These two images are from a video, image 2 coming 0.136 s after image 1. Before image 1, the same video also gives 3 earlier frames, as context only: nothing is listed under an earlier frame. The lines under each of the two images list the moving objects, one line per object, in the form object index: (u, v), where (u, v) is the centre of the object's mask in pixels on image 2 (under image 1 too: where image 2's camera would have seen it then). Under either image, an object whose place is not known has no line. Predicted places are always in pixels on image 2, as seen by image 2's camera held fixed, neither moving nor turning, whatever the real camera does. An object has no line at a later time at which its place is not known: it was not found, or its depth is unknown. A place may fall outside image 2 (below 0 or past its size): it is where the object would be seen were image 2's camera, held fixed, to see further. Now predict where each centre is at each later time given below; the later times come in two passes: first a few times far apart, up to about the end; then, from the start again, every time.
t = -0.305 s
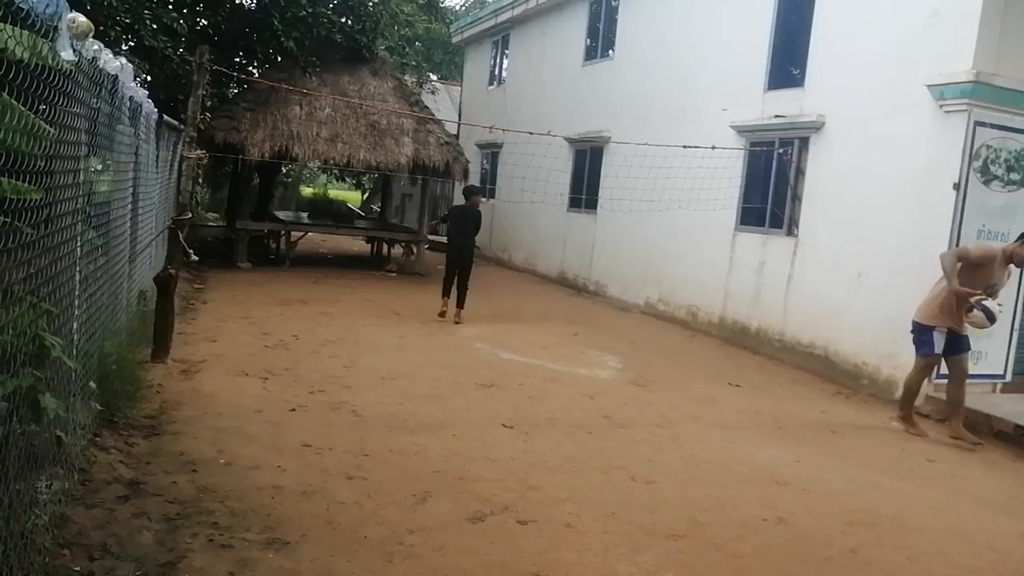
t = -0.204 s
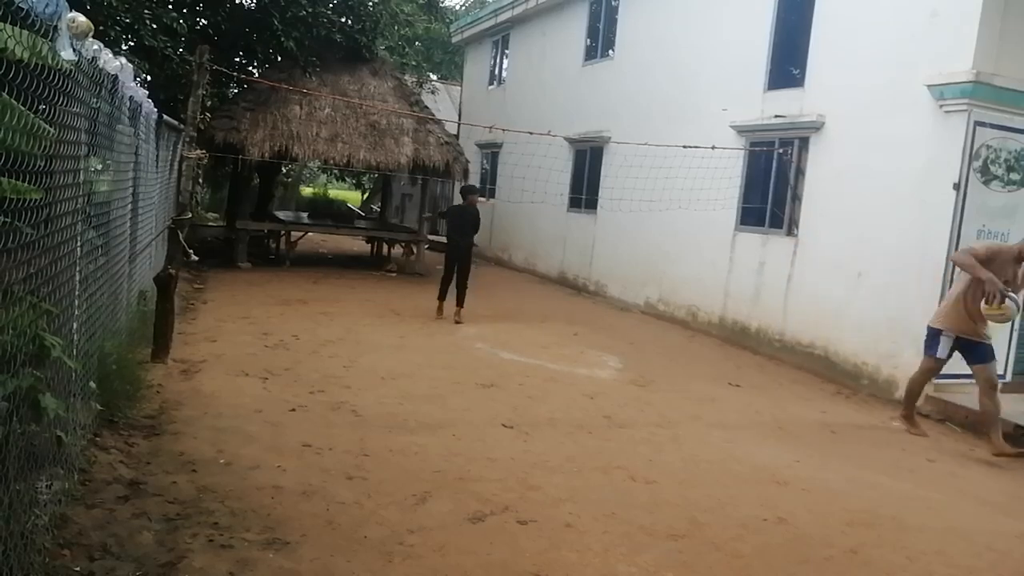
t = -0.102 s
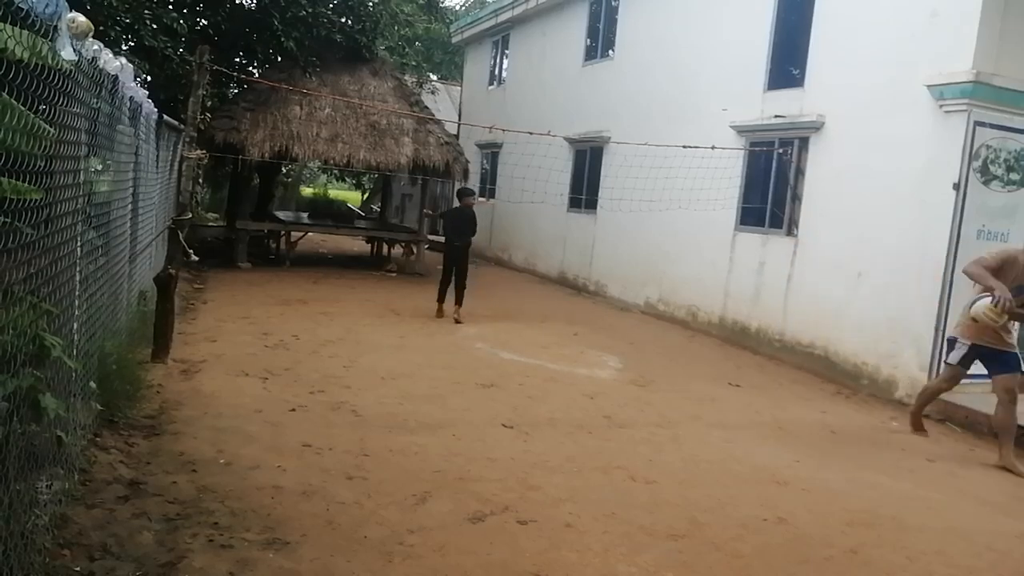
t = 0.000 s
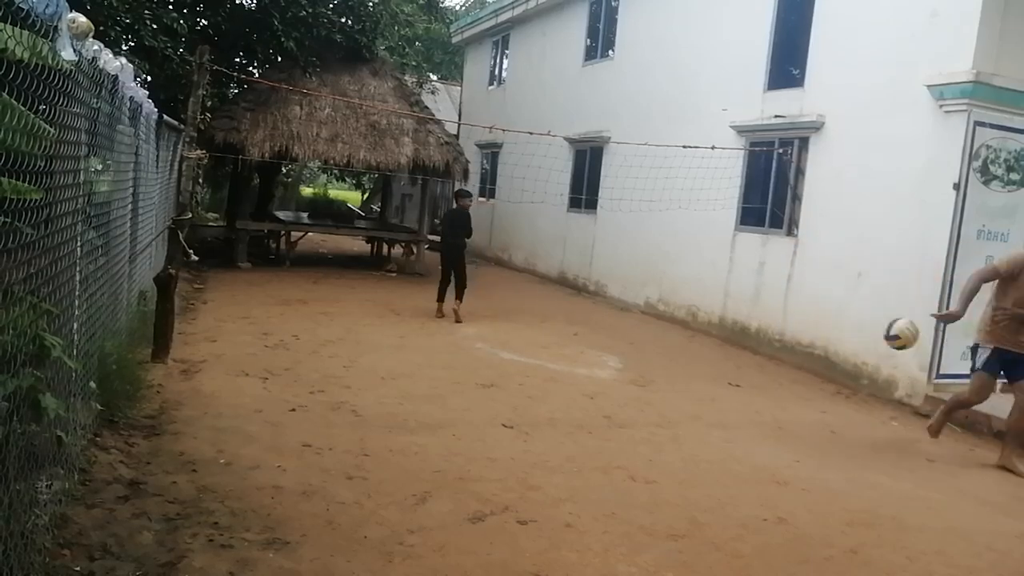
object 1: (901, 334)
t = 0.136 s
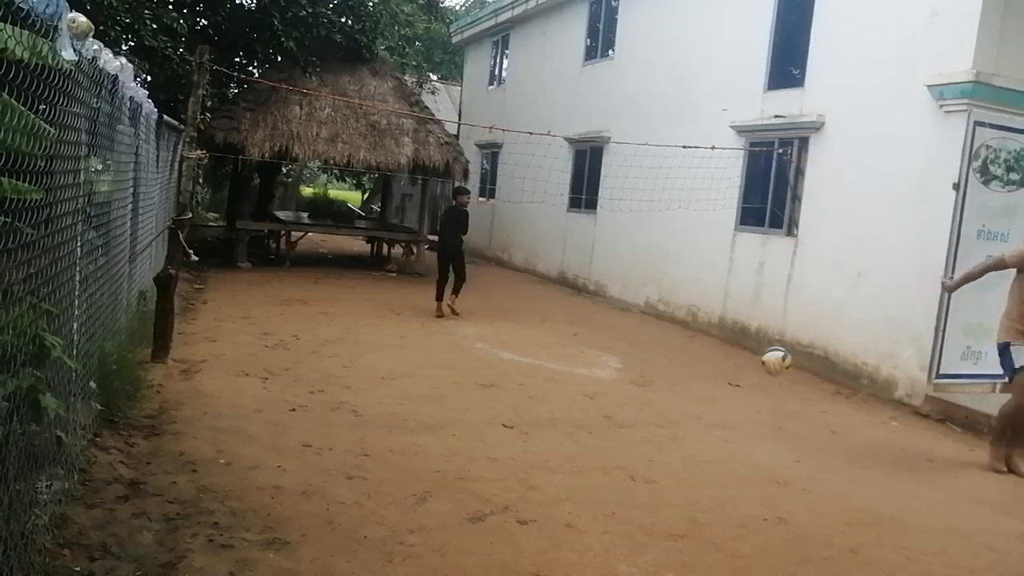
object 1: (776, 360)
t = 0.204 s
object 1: (723, 381)
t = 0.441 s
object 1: (645, 302)
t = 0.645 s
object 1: (587, 289)
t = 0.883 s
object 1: (529, 310)
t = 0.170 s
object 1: (748, 371)
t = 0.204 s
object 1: (723, 381)
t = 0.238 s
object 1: (709, 369)
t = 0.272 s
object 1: (698, 354)
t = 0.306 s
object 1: (687, 339)
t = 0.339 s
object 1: (676, 327)
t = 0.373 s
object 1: (666, 317)
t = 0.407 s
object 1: (654, 307)
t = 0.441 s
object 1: (645, 302)
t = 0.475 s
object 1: (635, 294)
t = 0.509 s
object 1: (623, 292)
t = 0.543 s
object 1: (615, 289)
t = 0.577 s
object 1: (604, 288)
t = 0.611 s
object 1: (596, 287)
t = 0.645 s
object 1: (587, 289)
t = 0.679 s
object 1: (577, 291)
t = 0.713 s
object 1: (569, 294)
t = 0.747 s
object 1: (561, 299)
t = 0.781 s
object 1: (552, 305)
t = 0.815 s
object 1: (543, 311)
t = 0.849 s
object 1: (536, 318)
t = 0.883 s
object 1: (529, 310)
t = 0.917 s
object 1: (522, 301)
